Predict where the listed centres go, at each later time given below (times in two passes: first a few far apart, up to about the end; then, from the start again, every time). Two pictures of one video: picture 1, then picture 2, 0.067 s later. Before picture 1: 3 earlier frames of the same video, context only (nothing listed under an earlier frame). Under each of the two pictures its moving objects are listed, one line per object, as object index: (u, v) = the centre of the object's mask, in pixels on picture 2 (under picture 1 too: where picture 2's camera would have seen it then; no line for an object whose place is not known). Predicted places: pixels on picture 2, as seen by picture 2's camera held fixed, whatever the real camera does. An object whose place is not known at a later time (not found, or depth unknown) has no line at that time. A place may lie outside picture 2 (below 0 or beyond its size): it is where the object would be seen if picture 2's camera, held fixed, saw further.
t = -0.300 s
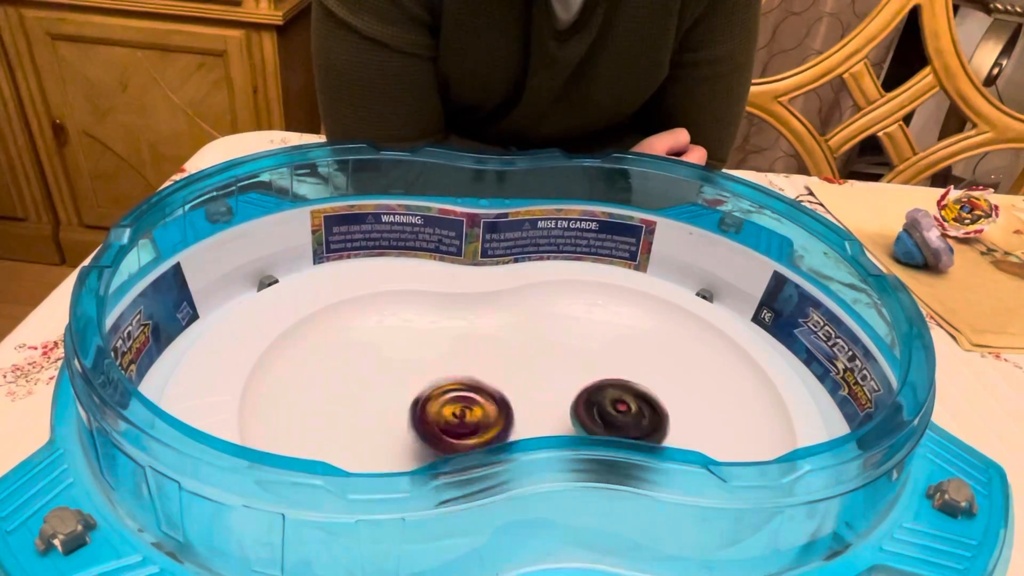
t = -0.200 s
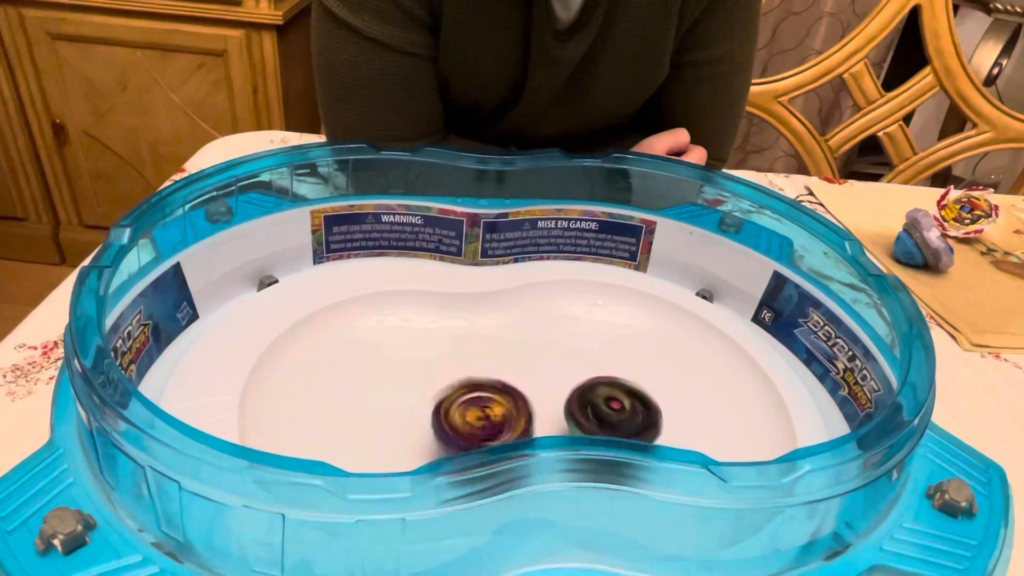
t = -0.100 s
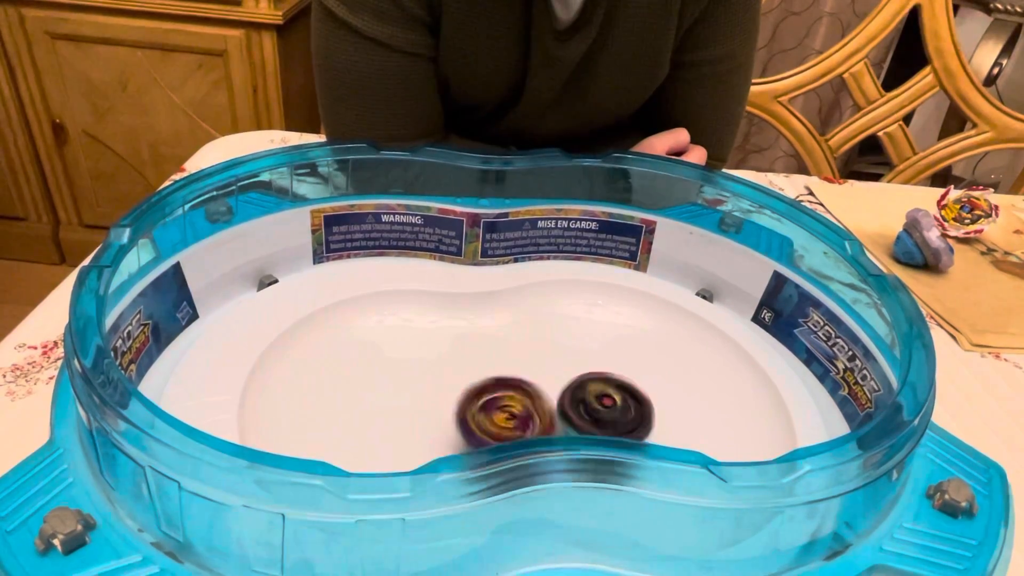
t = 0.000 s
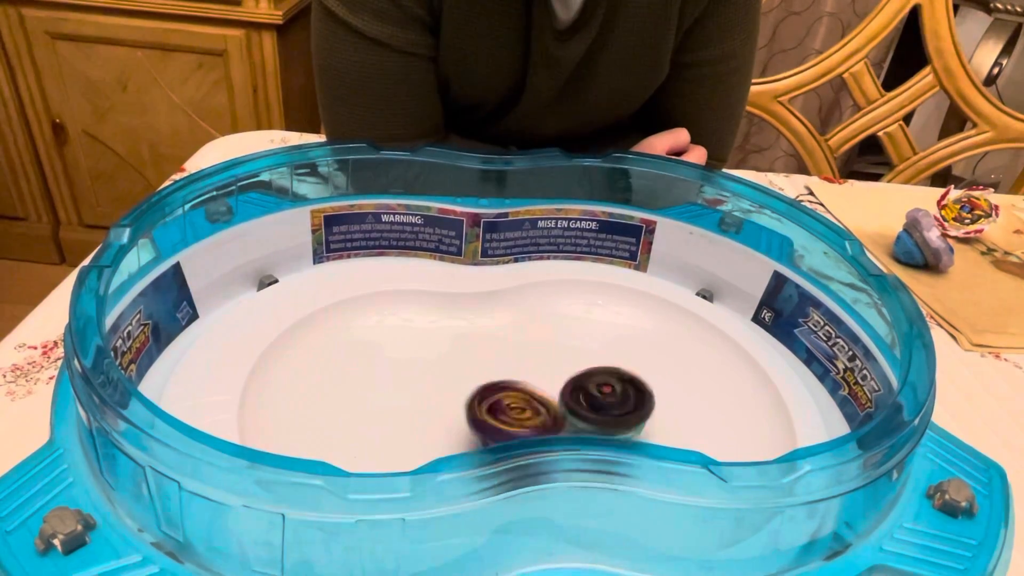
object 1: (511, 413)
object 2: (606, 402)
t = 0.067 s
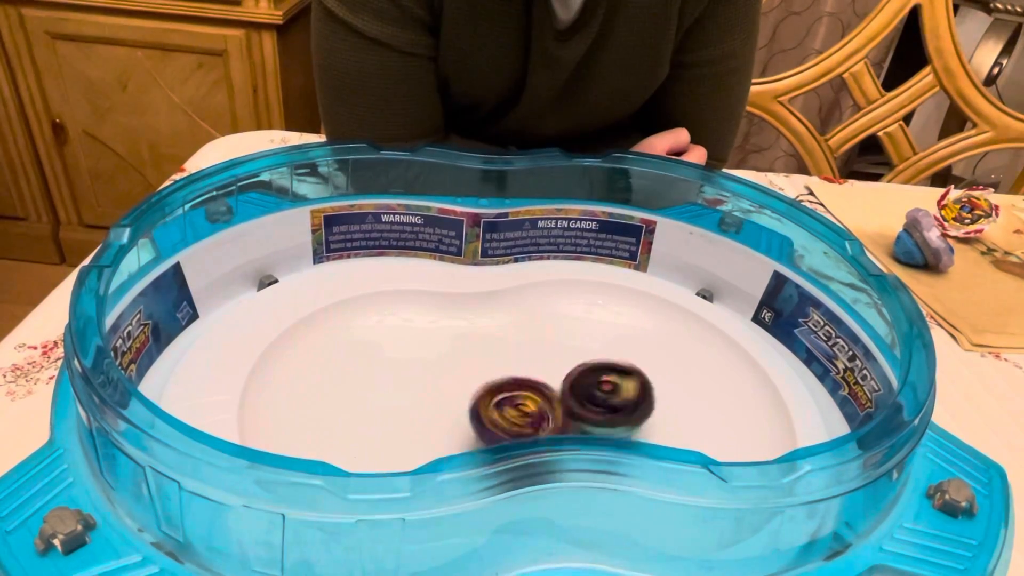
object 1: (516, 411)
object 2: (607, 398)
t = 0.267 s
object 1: (523, 408)
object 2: (601, 377)
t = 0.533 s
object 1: (514, 399)
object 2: (600, 364)
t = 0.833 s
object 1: (507, 386)
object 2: (619, 385)
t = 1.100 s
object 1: (524, 389)
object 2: (641, 407)
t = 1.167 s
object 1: (530, 390)
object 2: (647, 410)
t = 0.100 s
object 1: (518, 410)
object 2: (607, 395)
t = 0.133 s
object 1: (523, 409)
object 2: (607, 393)
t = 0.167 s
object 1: (526, 408)
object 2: (604, 388)
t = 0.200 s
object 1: (523, 408)
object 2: (604, 385)
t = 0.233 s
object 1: (522, 407)
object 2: (603, 381)
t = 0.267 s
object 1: (523, 408)
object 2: (601, 377)
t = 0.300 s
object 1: (525, 406)
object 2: (602, 374)
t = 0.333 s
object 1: (524, 404)
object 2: (602, 372)
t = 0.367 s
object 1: (523, 403)
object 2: (600, 369)
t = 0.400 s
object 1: (523, 401)
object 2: (599, 369)
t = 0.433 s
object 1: (526, 400)
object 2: (597, 367)
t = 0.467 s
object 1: (522, 400)
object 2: (599, 366)
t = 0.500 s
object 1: (516, 399)
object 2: (600, 365)
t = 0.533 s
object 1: (514, 399)
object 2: (600, 364)
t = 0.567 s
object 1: (514, 398)
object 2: (602, 365)
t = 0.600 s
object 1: (515, 397)
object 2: (604, 366)
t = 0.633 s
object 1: (509, 395)
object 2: (607, 366)
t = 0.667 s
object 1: (507, 393)
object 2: (608, 368)
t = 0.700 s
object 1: (509, 392)
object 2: (609, 370)
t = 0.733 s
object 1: (509, 392)
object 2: (612, 374)
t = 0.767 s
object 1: (509, 390)
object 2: (615, 378)
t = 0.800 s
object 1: (506, 388)
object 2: (617, 381)
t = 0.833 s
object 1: (507, 386)
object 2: (619, 385)
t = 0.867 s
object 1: (508, 385)
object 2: (621, 388)
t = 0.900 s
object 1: (512, 386)
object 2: (625, 392)
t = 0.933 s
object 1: (512, 385)
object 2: (627, 396)
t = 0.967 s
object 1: (513, 385)
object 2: (630, 399)
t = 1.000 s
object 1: (514, 384)
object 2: (633, 403)
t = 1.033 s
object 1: (518, 384)
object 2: (635, 404)
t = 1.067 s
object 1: (524, 386)
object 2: (638, 406)
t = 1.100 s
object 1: (524, 389)
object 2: (641, 407)
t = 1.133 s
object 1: (526, 389)
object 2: (644, 409)
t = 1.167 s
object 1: (530, 390)
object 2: (647, 410)
